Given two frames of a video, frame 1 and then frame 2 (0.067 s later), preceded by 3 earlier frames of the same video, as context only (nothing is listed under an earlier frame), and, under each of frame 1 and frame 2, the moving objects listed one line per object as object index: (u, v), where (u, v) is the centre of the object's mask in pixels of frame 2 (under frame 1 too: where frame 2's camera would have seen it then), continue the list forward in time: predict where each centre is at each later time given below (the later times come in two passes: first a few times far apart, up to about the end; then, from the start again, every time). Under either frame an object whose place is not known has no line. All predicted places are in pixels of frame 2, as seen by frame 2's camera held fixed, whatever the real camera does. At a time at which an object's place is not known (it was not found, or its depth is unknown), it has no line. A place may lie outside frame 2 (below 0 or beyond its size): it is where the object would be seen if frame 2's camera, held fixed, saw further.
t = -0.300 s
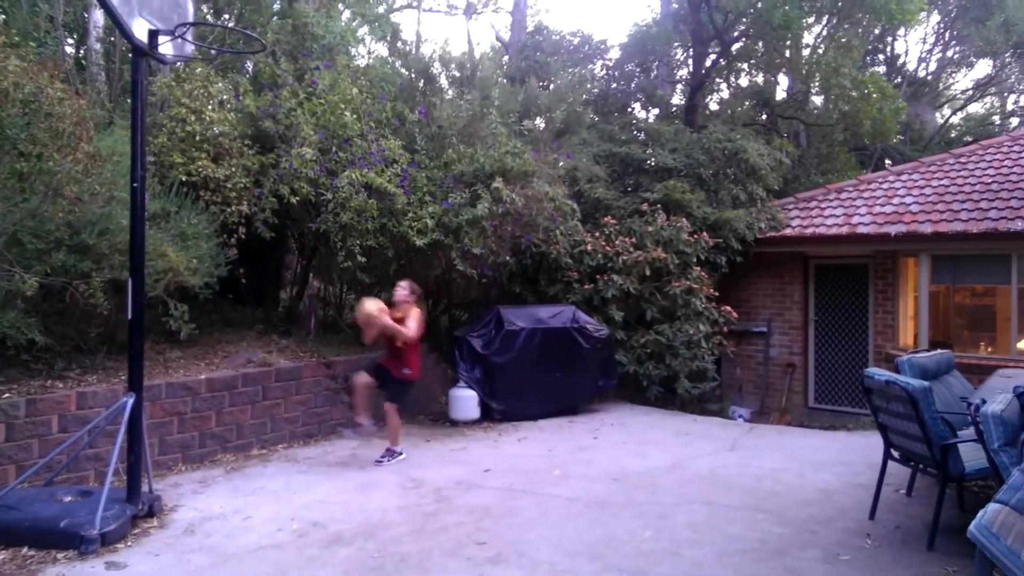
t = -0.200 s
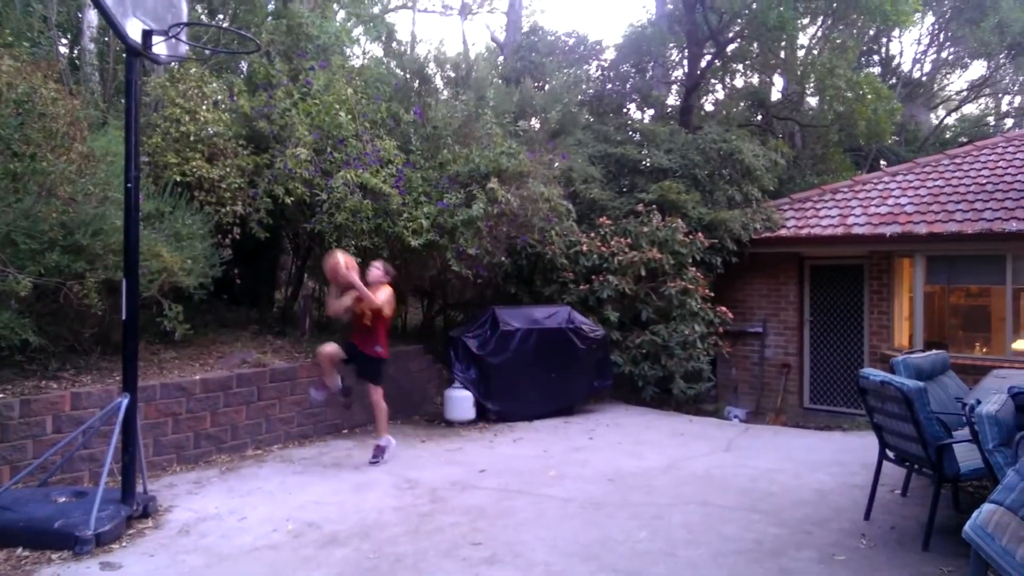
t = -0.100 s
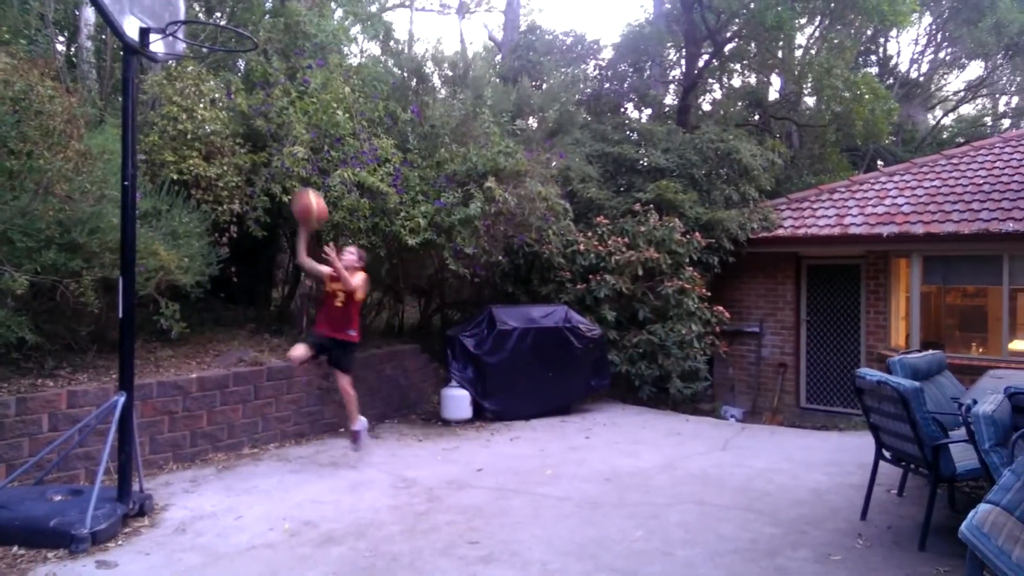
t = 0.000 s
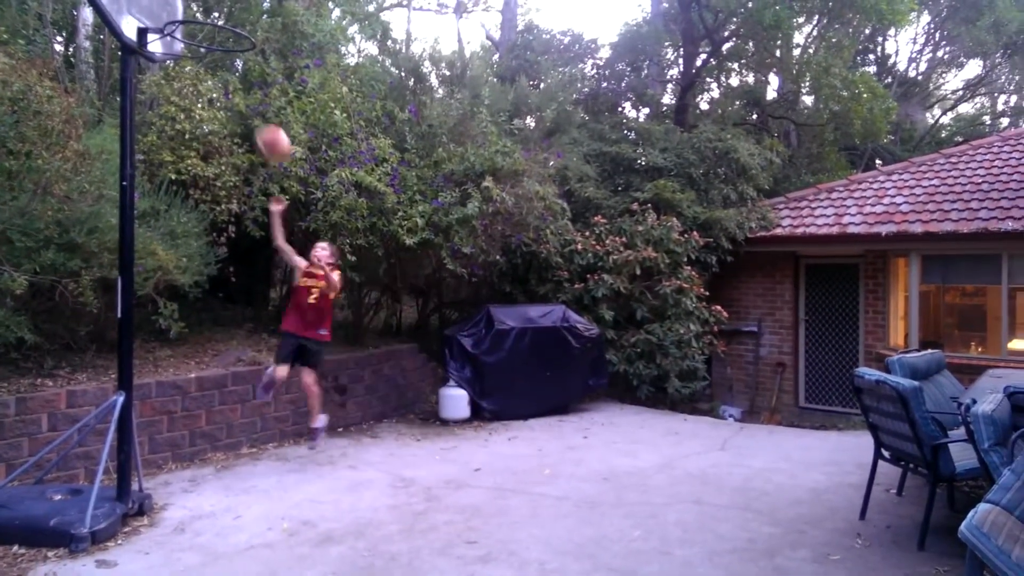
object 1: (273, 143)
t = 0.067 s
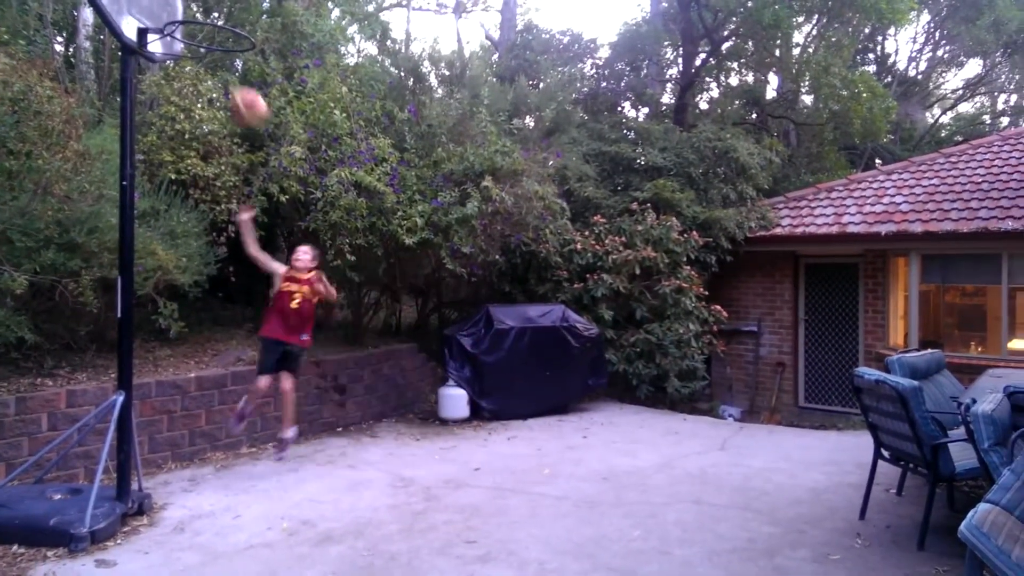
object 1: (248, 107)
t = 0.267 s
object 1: (181, 31)
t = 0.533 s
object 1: (192, 34)
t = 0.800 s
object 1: (199, 121)
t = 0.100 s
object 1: (235, 90)
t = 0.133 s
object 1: (220, 73)
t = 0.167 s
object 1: (208, 59)
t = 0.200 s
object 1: (194, 45)
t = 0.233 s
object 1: (181, 35)
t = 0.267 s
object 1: (181, 31)
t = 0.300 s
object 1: (182, 27)
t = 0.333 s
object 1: (183, 27)
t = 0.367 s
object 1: (186, 28)
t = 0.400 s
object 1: (188, 29)
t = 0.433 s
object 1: (189, 28)
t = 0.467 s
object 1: (189, 29)
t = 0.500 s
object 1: (191, 32)
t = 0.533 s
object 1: (192, 34)
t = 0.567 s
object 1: (191, 40)
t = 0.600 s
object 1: (193, 46)
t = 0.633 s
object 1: (194, 57)
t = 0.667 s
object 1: (193, 65)
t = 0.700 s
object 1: (194, 77)
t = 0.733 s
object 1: (195, 89)
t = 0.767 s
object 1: (197, 104)
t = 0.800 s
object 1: (199, 121)
